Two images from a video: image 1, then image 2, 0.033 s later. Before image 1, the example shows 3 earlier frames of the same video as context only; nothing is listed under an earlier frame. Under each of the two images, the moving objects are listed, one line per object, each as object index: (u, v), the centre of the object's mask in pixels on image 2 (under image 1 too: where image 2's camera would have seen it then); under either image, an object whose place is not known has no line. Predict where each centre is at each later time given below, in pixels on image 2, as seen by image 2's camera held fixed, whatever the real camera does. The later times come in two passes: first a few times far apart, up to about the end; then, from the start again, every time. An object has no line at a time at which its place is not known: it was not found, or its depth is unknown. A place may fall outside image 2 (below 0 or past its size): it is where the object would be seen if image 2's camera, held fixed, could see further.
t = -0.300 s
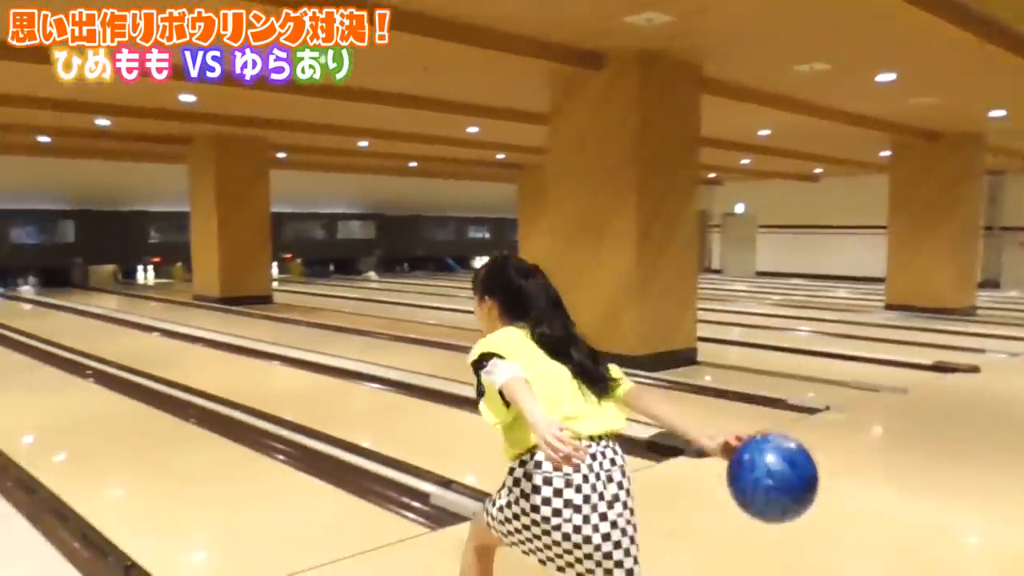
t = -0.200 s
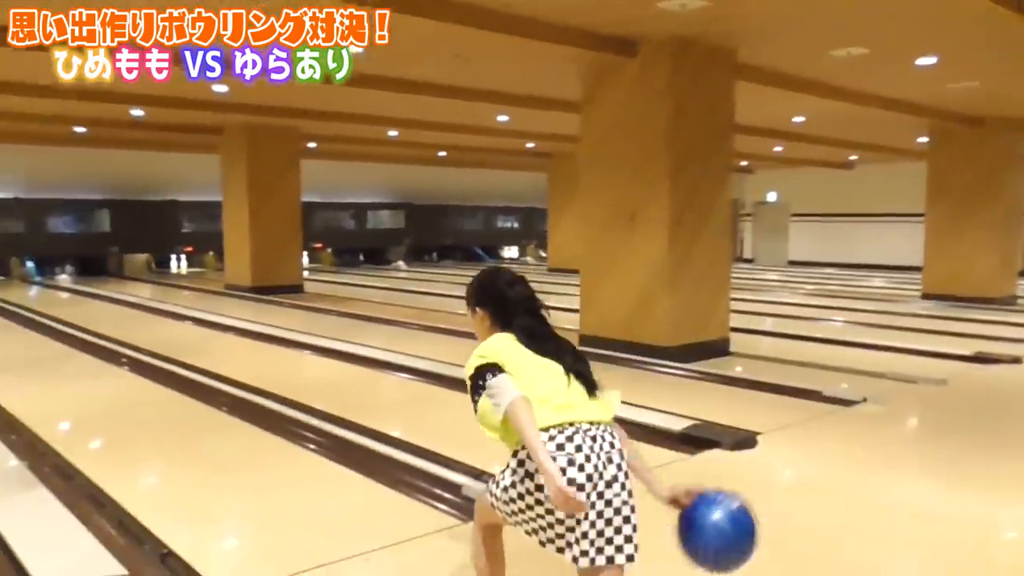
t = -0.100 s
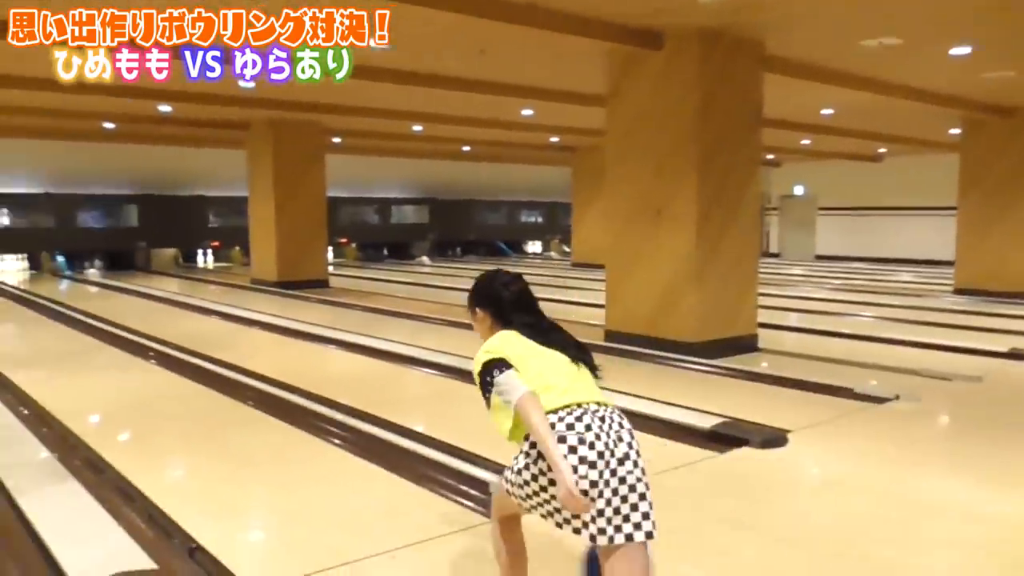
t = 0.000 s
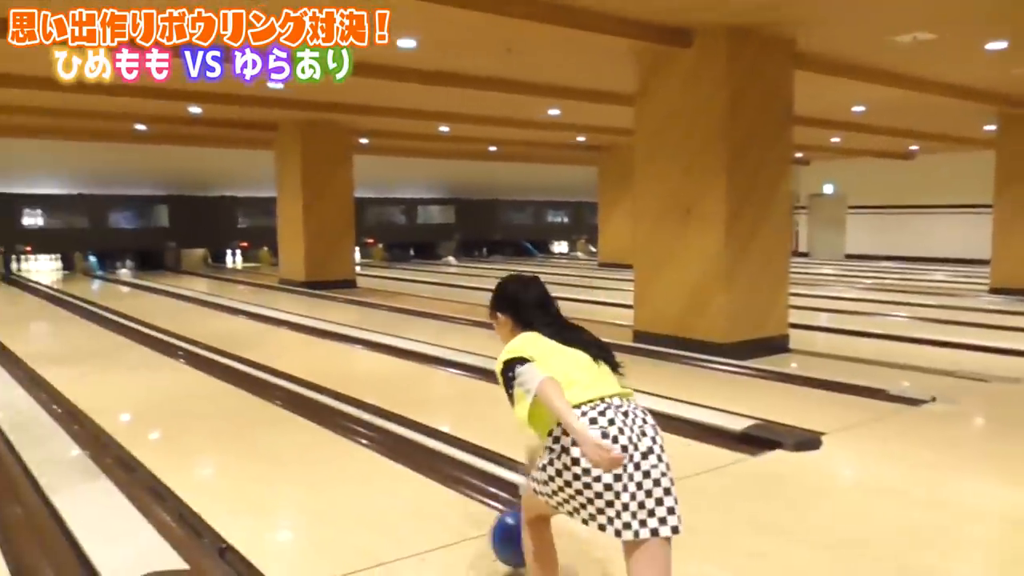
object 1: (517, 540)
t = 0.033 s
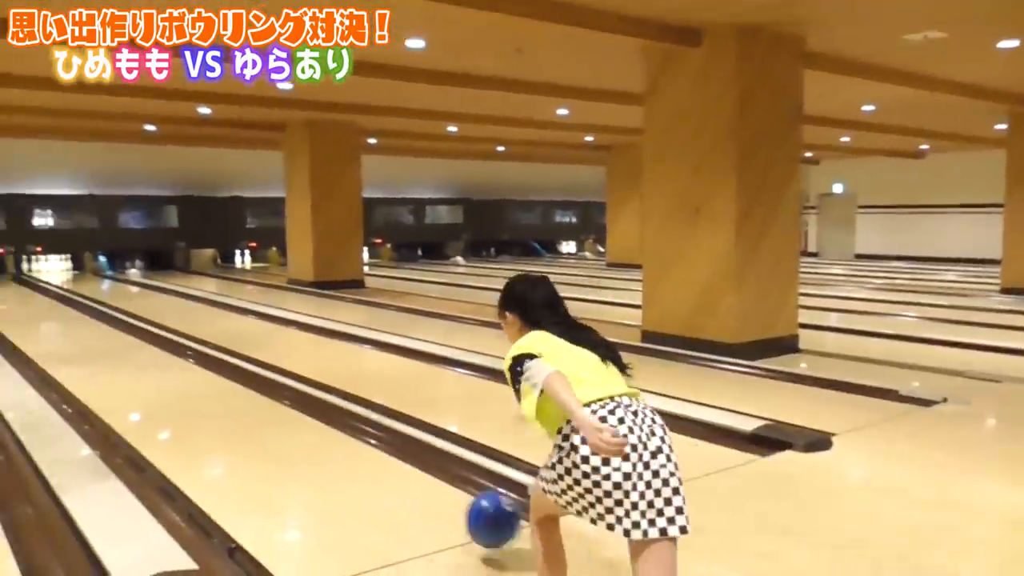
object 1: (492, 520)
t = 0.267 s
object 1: (318, 451)
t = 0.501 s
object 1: (214, 403)
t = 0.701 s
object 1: (153, 379)
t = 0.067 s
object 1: (461, 506)
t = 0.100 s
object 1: (431, 494)
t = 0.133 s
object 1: (404, 487)
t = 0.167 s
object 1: (380, 480)
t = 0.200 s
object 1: (358, 468)
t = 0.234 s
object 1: (337, 459)
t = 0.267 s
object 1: (318, 451)
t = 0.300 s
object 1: (300, 443)
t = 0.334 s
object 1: (284, 435)
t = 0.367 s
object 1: (268, 428)
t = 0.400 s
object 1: (254, 421)
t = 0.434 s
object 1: (240, 415)
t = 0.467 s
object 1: (226, 409)
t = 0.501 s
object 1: (214, 403)
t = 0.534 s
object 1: (203, 399)
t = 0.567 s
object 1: (192, 394)
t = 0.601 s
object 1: (181, 390)
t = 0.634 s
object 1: (171, 386)
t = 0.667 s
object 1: (162, 382)
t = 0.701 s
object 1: (153, 379)
